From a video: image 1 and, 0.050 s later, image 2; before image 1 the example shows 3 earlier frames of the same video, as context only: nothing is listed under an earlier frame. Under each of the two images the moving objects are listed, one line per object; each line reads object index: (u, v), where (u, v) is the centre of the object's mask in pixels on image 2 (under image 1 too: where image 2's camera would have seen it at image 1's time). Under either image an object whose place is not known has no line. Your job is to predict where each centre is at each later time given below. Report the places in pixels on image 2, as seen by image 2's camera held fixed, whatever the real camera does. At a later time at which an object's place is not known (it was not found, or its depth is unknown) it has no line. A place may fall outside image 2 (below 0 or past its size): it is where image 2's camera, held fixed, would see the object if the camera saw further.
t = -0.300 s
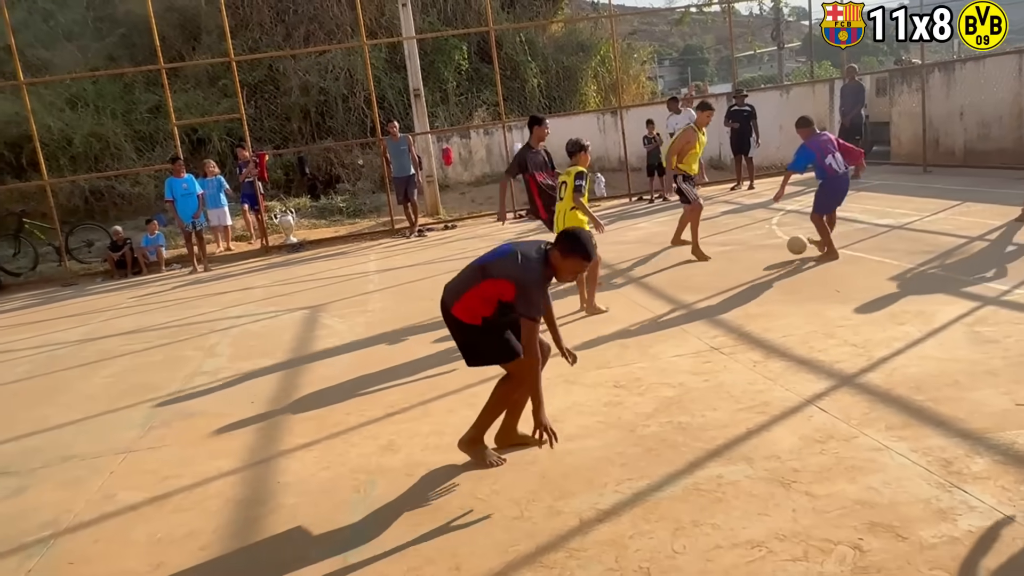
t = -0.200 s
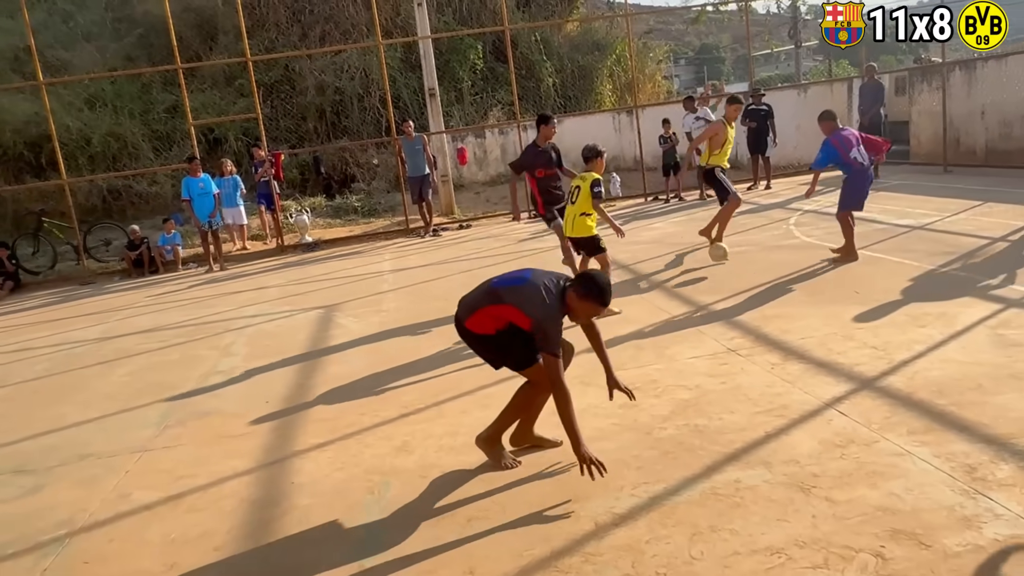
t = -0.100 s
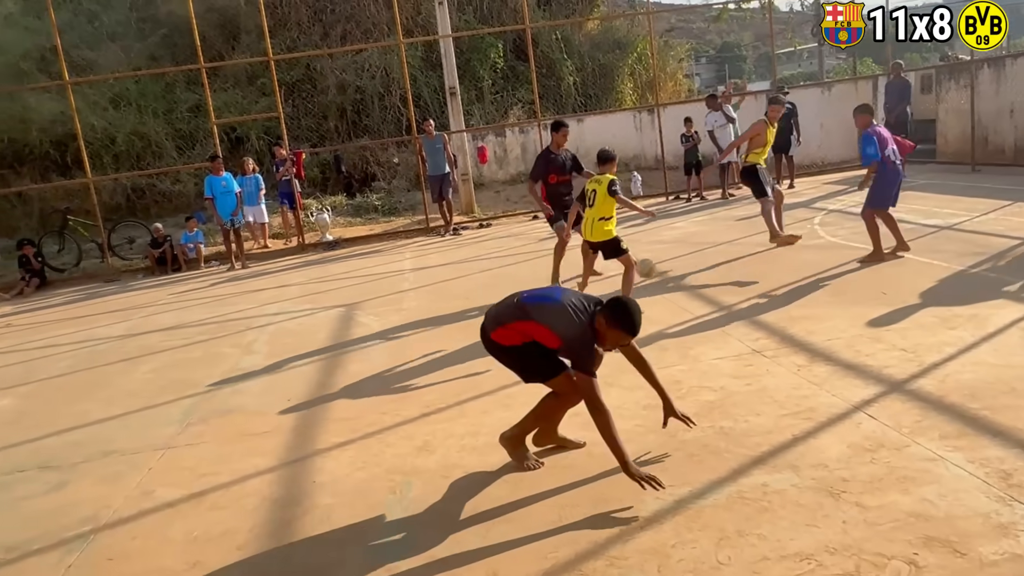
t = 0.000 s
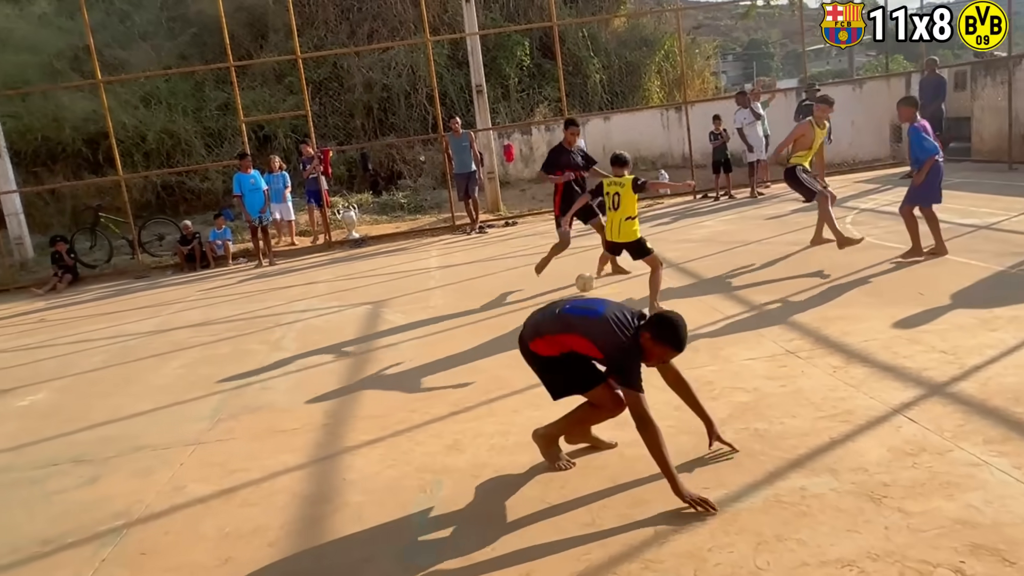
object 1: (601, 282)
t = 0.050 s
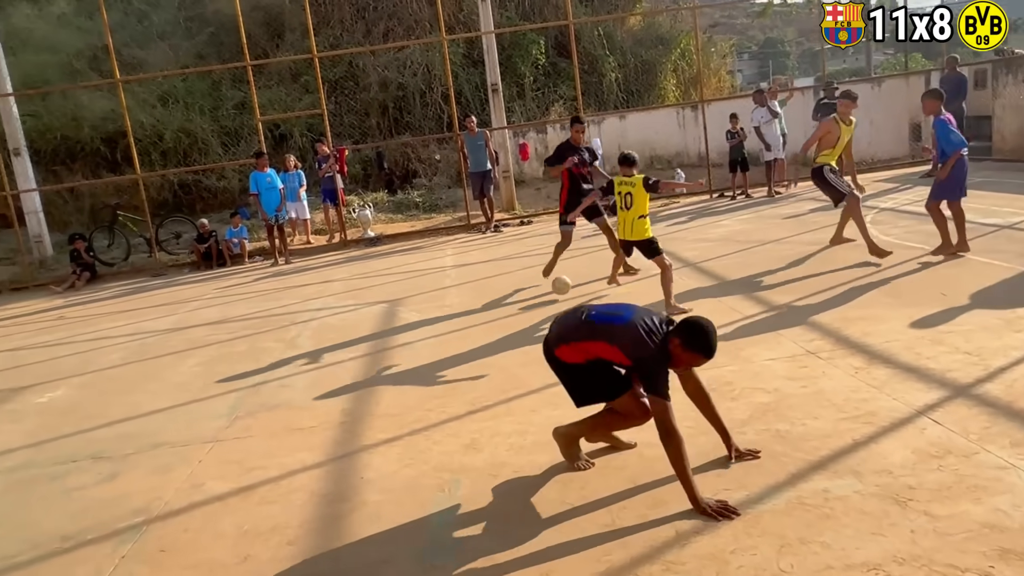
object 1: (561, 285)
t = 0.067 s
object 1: (548, 287)
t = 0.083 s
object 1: (535, 289)
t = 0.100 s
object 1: (521, 291)
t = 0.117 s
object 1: (509, 294)
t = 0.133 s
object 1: (496, 296)
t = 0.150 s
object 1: (484, 298)
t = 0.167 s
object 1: (472, 298)
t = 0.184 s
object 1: (461, 299)
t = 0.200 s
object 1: (449, 301)
